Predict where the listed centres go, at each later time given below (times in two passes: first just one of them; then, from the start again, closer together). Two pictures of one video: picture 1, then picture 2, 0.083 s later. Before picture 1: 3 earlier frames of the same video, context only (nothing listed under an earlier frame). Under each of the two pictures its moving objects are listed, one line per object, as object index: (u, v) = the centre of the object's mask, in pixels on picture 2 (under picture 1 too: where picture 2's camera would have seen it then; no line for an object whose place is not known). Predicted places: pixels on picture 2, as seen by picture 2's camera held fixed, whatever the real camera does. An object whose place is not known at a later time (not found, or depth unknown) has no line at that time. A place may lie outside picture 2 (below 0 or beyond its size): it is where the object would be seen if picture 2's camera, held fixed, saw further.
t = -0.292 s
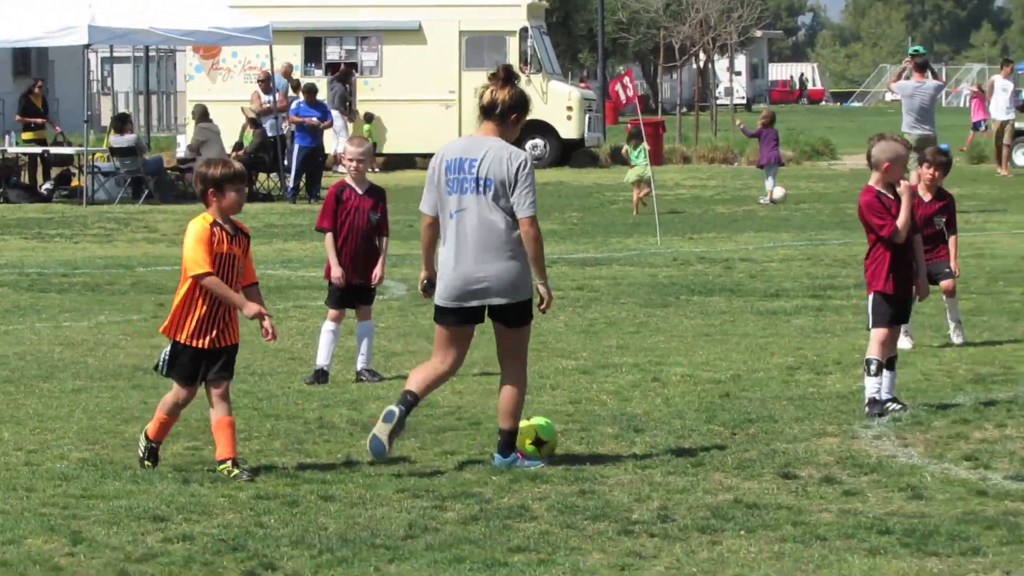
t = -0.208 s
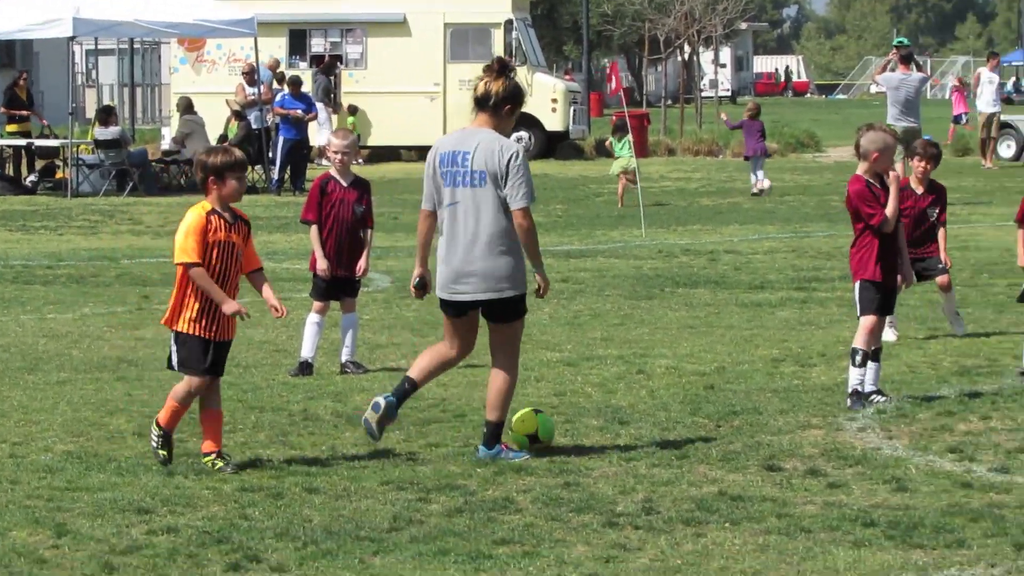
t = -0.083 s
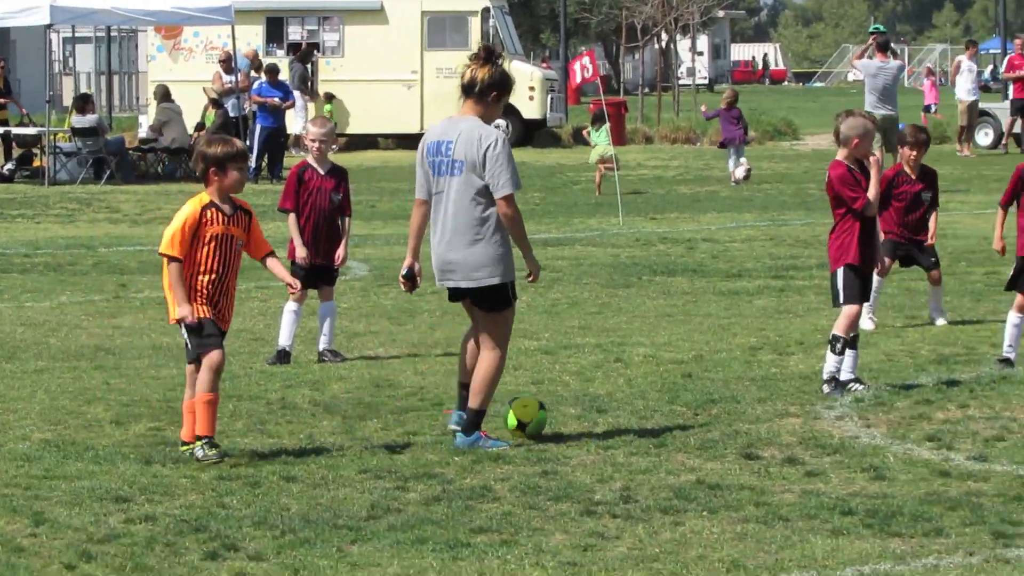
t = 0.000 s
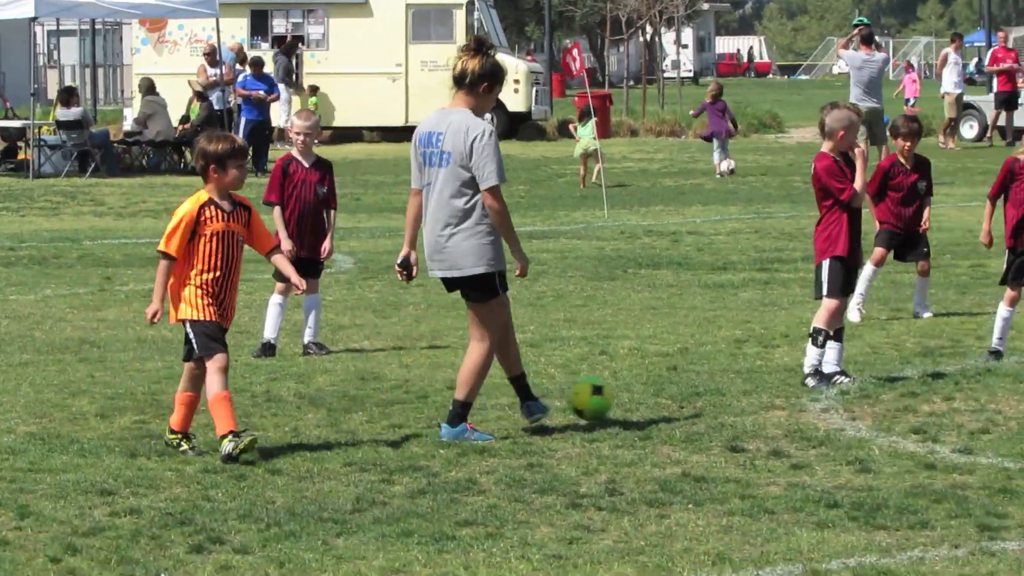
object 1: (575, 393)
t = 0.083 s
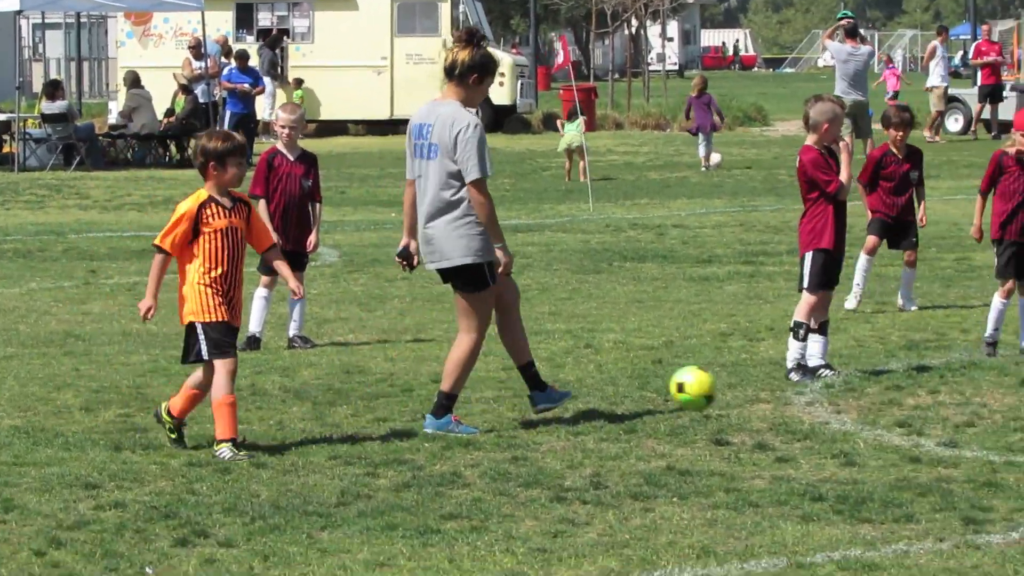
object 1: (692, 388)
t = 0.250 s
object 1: (910, 393)
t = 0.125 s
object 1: (753, 392)
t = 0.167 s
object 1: (811, 398)
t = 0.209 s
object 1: (861, 396)
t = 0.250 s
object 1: (910, 393)
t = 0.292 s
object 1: (955, 391)
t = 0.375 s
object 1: (1046, 391)
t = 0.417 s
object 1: (1077, 377)
